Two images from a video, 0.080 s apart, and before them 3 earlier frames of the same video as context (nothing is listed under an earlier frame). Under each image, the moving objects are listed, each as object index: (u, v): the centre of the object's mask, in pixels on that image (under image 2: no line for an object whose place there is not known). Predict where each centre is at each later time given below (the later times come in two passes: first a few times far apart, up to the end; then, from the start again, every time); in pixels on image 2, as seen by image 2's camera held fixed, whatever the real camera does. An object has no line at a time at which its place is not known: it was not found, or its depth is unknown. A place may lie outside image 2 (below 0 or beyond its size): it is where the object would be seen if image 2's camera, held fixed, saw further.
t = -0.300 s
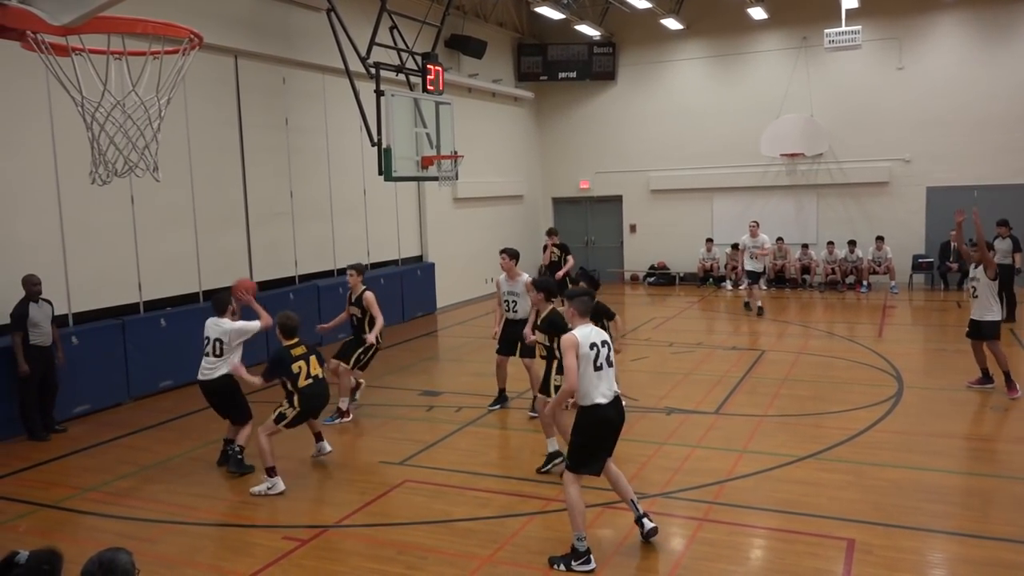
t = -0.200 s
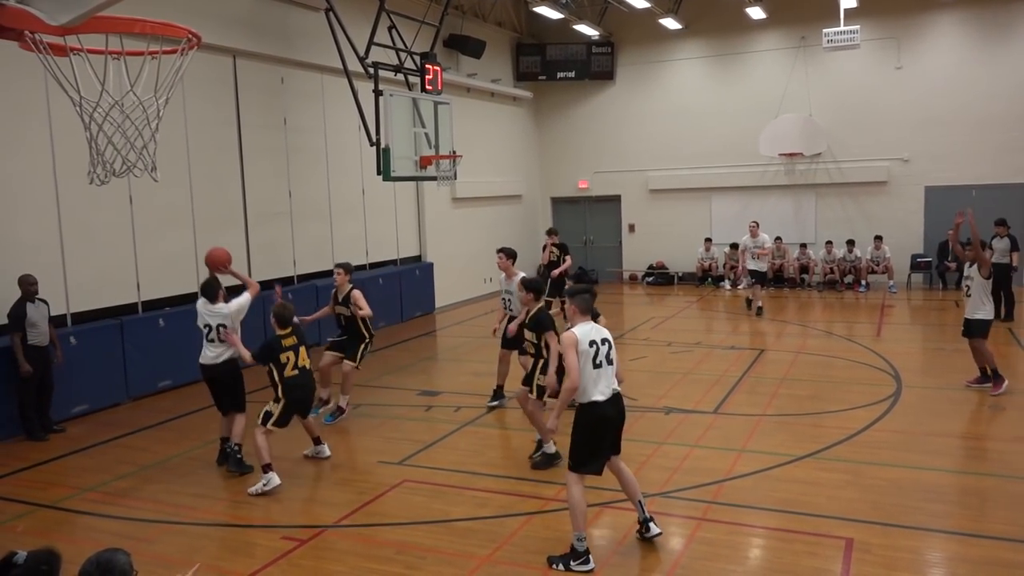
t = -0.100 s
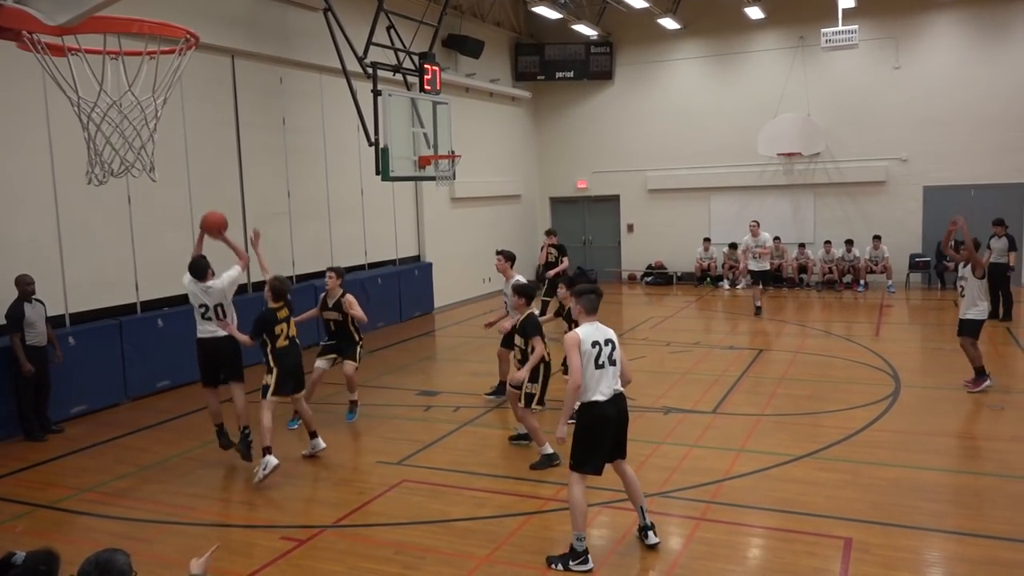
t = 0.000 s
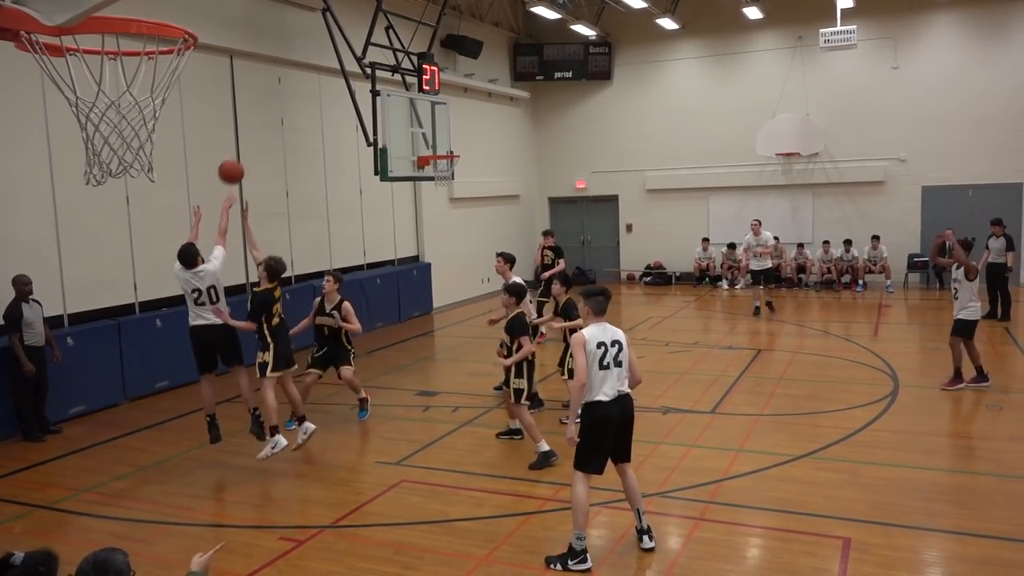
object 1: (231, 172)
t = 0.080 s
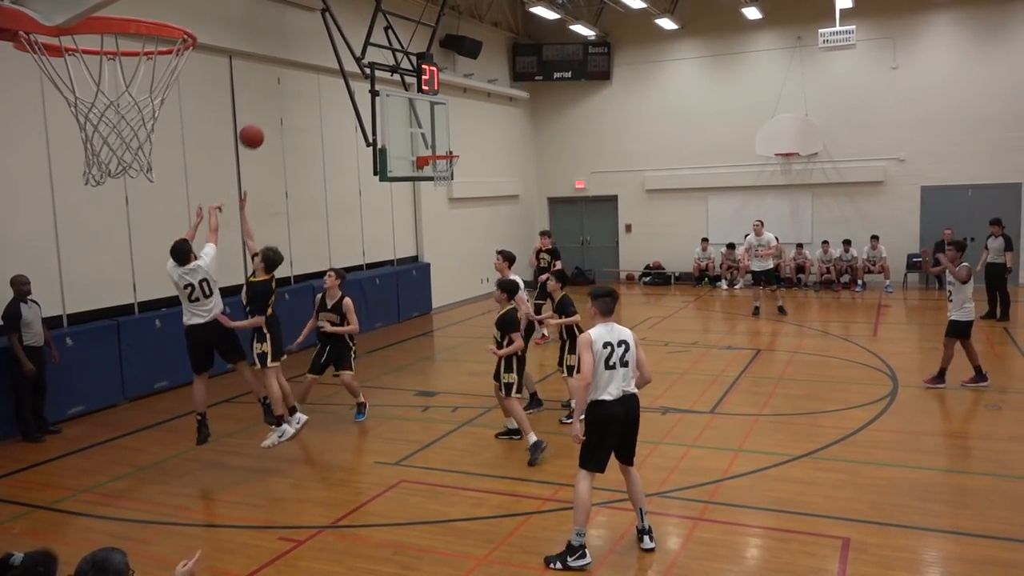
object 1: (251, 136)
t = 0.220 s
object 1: (286, 94)
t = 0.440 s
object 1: (334, 71)
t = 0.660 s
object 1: (377, 89)
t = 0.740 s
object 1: (391, 104)
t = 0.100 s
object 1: (256, 129)
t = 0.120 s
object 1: (261, 122)
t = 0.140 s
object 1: (266, 115)
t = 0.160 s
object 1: (271, 109)
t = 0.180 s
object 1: (276, 104)
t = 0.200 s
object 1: (281, 99)
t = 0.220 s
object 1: (286, 94)
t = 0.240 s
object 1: (291, 90)
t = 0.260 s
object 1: (295, 87)
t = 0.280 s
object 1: (300, 83)
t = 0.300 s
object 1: (305, 80)
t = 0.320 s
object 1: (309, 78)
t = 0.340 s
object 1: (313, 76)
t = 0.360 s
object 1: (318, 75)
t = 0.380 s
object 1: (322, 73)
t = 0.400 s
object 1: (326, 72)
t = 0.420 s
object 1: (330, 72)
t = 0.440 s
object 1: (334, 71)
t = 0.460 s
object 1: (339, 71)
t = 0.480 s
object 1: (343, 72)
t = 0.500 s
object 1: (347, 72)
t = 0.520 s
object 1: (351, 73)
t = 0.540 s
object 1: (355, 75)
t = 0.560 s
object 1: (358, 77)
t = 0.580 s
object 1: (362, 79)
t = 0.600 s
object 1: (366, 81)
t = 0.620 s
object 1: (370, 83)
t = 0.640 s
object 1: (374, 86)
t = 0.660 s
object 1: (377, 89)
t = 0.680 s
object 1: (381, 92)
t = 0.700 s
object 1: (385, 96)
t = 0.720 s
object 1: (388, 100)
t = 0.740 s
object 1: (391, 104)
